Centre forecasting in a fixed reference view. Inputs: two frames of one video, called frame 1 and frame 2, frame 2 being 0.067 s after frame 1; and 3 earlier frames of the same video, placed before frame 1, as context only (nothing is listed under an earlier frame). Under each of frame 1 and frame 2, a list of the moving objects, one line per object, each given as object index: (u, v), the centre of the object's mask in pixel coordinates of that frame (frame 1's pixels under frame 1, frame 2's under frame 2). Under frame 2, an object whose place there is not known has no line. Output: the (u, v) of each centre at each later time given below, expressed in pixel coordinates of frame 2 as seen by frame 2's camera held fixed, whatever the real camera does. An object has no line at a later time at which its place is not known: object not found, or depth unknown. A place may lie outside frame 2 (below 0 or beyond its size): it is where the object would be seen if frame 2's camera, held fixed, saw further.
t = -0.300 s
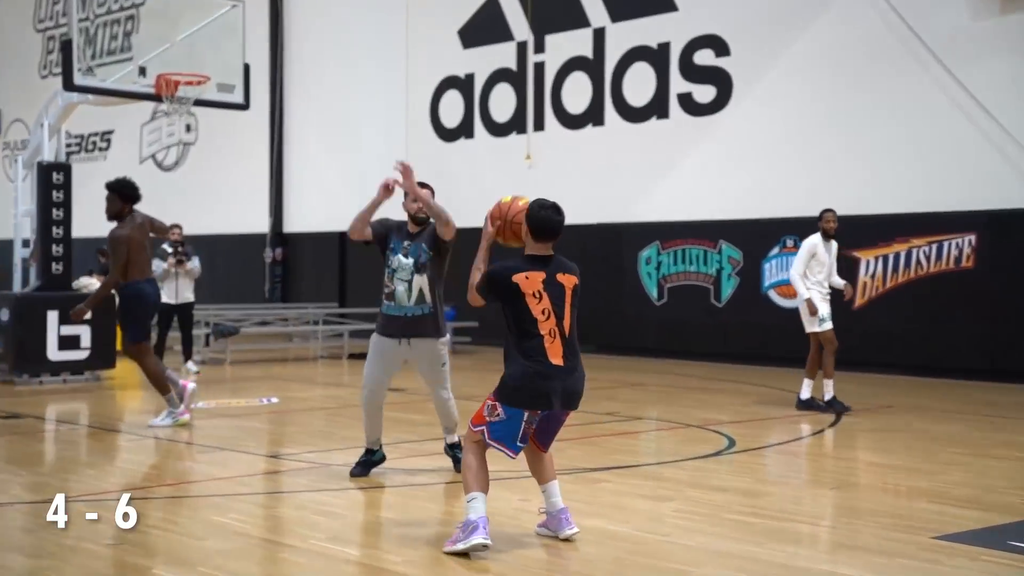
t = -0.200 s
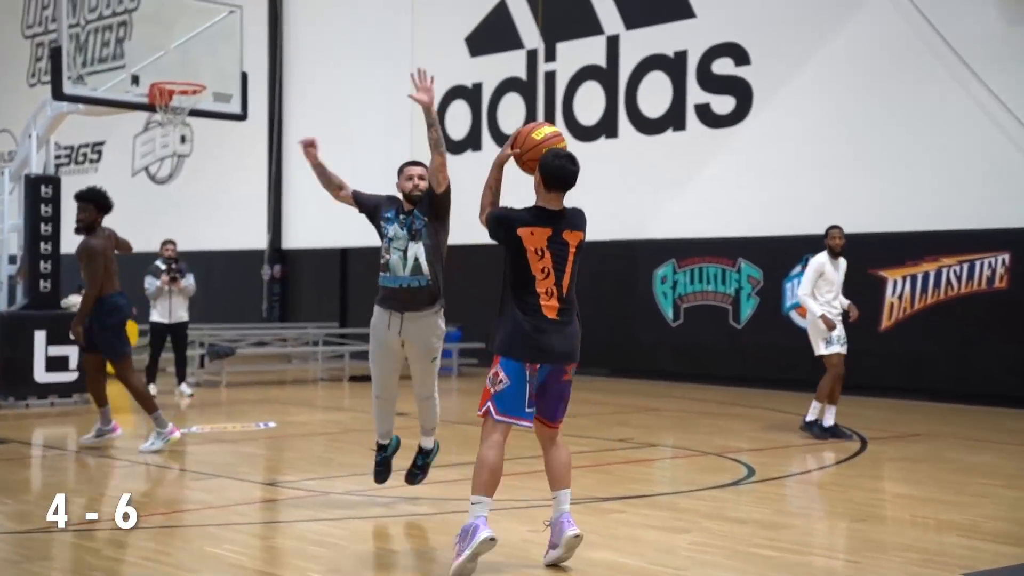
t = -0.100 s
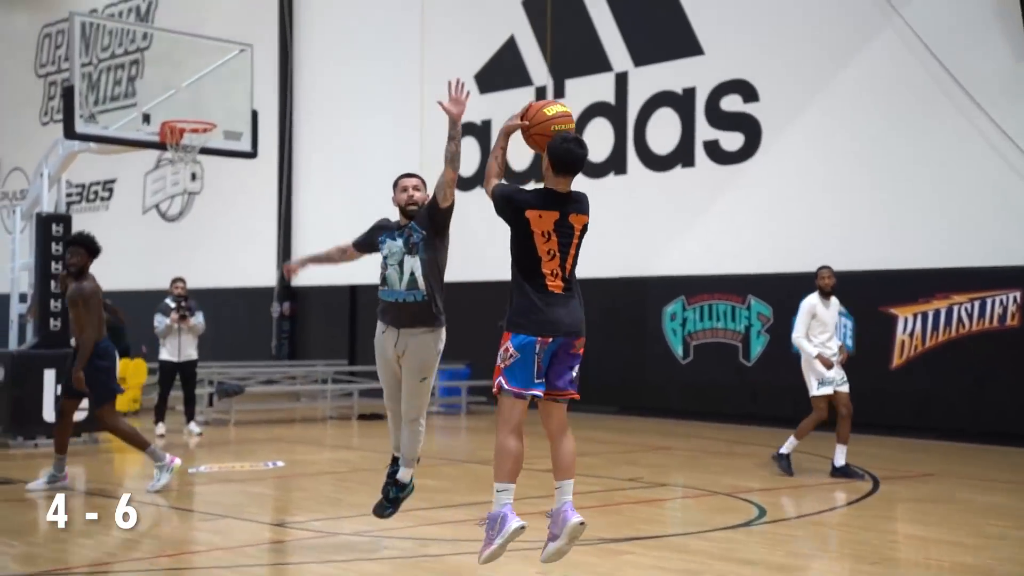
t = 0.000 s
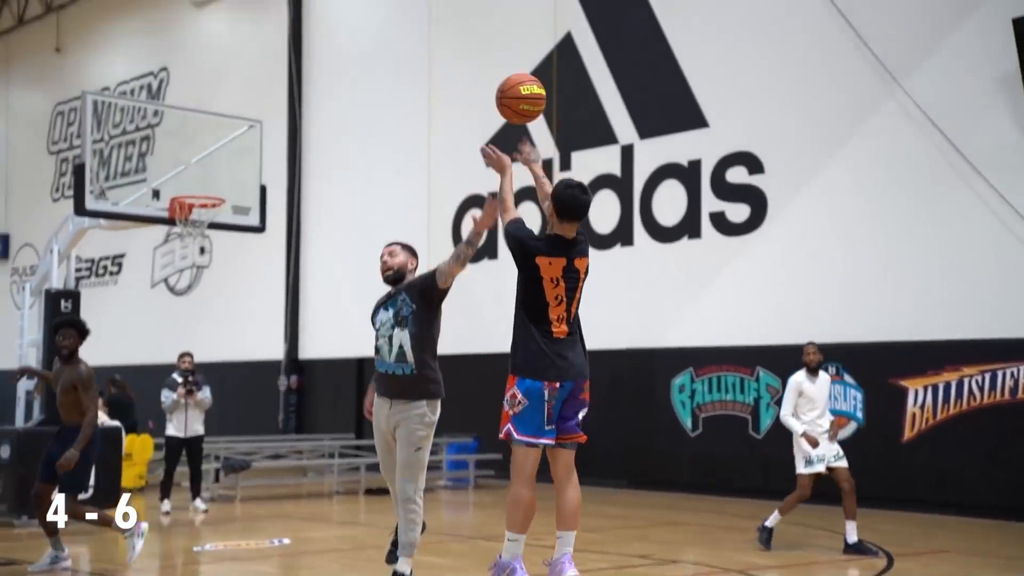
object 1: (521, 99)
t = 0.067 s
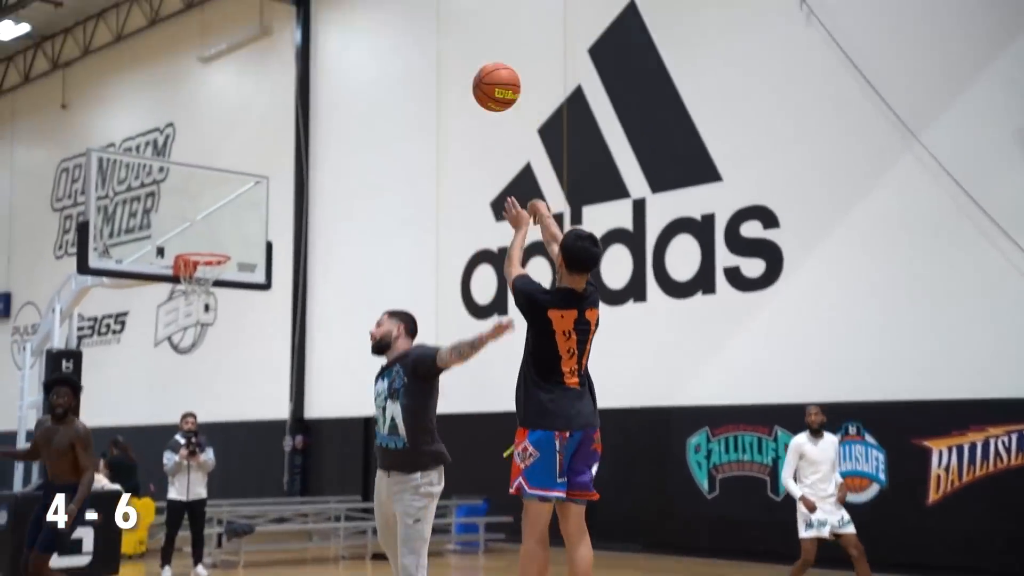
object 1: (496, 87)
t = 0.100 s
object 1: (481, 60)
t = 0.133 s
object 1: (466, 38)
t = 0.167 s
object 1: (452, 18)
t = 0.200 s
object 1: (439, 0)
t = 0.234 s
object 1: (426, -15)
